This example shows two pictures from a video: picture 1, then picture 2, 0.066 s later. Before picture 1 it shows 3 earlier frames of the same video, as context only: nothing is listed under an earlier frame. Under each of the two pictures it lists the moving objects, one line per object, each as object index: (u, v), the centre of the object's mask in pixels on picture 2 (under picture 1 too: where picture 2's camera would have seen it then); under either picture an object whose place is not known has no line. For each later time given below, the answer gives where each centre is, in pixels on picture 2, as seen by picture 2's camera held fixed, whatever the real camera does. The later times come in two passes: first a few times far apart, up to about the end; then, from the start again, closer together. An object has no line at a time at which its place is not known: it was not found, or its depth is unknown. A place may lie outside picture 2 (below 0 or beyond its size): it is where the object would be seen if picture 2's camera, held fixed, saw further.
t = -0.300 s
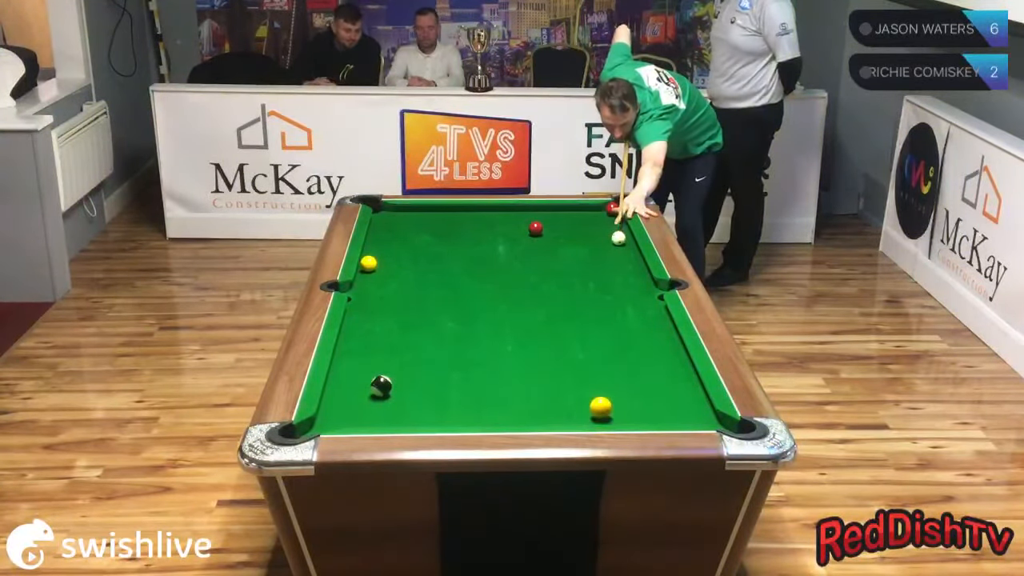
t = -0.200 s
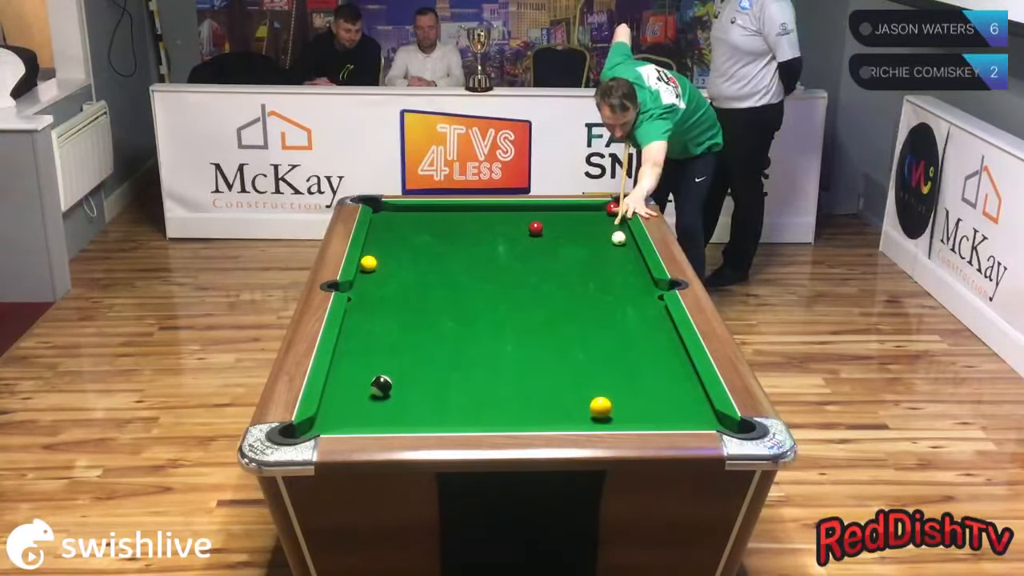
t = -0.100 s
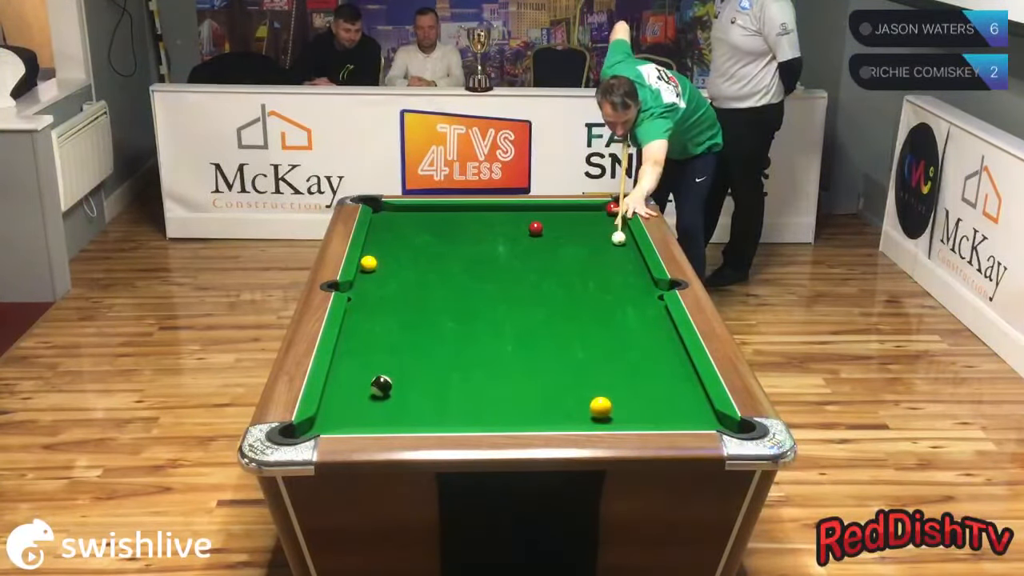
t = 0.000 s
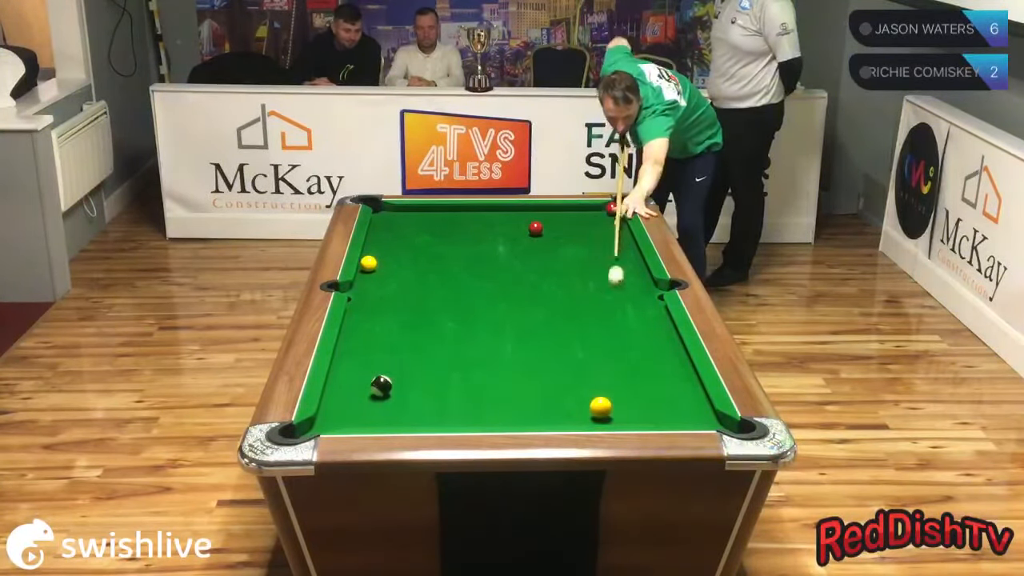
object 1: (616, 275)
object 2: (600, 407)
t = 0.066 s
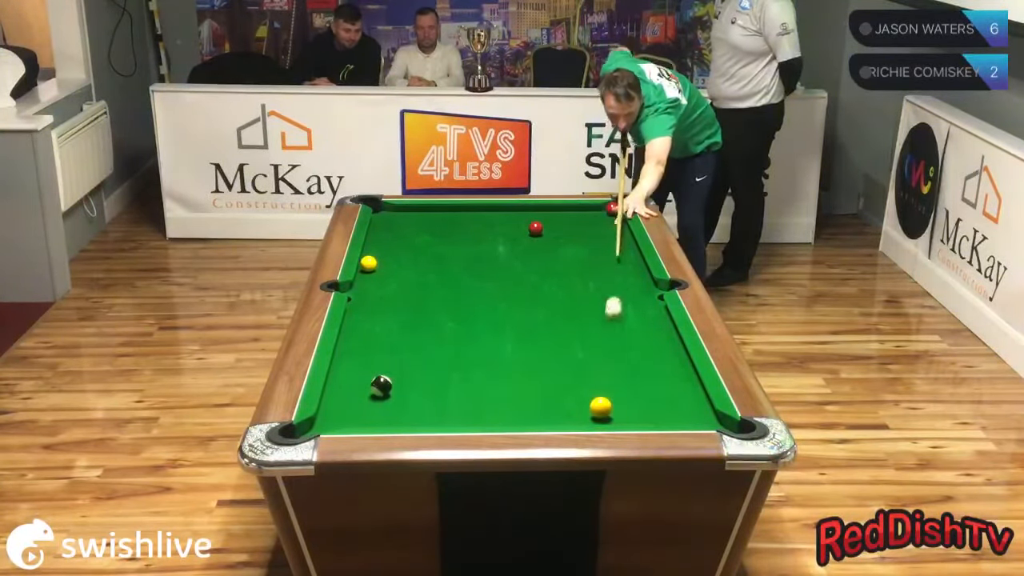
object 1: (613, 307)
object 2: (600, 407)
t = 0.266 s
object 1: (627, 401)
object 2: (580, 412)
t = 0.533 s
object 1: (696, 402)
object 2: (509, 327)
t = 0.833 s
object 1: (643, 394)
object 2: (462, 264)
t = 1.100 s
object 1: (602, 389)
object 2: (430, 221)
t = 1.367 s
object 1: (565, 384)
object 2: (414, 225)
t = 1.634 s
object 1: (531, 380)
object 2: (402, 248)
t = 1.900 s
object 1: (500, 375)
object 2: (388, 275)
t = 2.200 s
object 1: (470, 371)
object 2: (371, 308)
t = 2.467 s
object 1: (445, 368)
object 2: (354, 341)
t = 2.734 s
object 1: (423, 366)
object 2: (337, 379)
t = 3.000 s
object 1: (403, 363)
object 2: (333, 418)
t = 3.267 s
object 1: (387, 361)
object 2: (326, 424)
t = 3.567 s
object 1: (371, 359)
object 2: (331, 422)
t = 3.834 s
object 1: (359, 358)
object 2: (331, 419)
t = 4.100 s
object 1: (350, 357)
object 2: (332, 414)
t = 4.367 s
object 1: (343, 356)
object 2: (333, 412)
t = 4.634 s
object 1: (343, 355)
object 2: (333, 410)
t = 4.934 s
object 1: (344, 356)
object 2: (334, 409)
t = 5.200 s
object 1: (344, 356)
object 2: (334, 409)
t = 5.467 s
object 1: (344, 356)
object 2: (335, 409)
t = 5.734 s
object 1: (343, 356)
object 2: (334, 409)
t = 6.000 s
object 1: (343, 357)
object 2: (335, 409)
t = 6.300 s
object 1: (343, 357)
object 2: (335, 409)
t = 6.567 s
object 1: (343, 356)
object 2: (335, 409)
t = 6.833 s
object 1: (343, 356)
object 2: (335, 409)
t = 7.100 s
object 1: (343, 356)
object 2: (335, 409)
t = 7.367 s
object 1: (343, 356)
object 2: (335, 409)
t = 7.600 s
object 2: (335, 408)
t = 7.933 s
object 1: (343, 356)
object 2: (341, 404)
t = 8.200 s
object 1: (343, 356)
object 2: (335, 408)
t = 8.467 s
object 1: (344, 356)
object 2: (335, 408)
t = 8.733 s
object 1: (344, 356)
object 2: (335, 408)
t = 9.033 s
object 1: (344, 356)
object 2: (335, 409)
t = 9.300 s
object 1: (343, 356)
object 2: (335, 408)
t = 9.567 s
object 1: (343, 356)
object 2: (335, 409)
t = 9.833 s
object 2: (335, 408)
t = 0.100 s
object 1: (612, 325)
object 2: (600, 408)
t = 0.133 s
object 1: (611, 344)
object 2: (601, 407)
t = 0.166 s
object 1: (610, 364)
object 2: (601, 407)
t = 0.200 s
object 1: (608, 386)
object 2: (601, 407)
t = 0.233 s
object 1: (614, 399)
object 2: (594, 413)
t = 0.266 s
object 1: (627, 401)
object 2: (580, 412)
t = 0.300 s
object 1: (639, 402)
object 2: (568, 398)
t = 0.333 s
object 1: (650, 402)
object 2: (557, 387)
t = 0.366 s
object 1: (661, 402)
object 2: (548, 376)
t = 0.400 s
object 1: (671, 402)
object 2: (538, 364)
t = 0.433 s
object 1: (680, 402)
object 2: (530, 354)
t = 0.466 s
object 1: (689, 402)
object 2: (523, 345)
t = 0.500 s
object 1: (699, 402)
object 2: (515, 336)
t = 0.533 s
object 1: (696, 402)
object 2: (509, 327)
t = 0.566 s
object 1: (688, 400)
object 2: (503, 319)
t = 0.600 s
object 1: (682, 399)
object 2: (497, 311)
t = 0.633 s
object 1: (676, 399)
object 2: (492, 304)
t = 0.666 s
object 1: (671, 398)
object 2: (486, 297)
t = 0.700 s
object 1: (665, 397)
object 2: (481, 290)
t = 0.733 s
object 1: (660, 397)
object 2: (476, 283)
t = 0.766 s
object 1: (654, 396)
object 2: (471, 277)
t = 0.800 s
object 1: (648, 395)
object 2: (467, 270)
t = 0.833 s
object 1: (643, 394)
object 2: (462, 264)
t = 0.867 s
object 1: (638, 394)
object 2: (458, 258)
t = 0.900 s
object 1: (632, 393)
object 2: (453, 252)
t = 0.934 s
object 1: (627, 392)
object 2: (449, 247)
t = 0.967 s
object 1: (623, 392)
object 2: (445, 241)
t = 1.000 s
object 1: (617, 391)
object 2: (441, 236)
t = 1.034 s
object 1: (613, 390)
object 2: (437, 231)
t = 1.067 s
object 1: (607, 390)
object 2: (434, 226)
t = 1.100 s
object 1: (602, 389)
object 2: (430, 221)
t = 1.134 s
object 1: (598, 388)
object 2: (427, 216)
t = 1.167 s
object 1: (593, 388)
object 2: (423, 212)
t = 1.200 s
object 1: (588, 387)
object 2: (420, 208)
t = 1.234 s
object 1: (583, 387)
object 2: (418, 210)
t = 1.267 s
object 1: (579, 386)
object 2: (417, 214)
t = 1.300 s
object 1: (574, 385)
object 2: (416, 218)
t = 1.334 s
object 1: (570, 385)
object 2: (415, 221)
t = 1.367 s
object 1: (565, 384)
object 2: (414, 225)
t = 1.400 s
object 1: (561, 384)
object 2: (413, 228)
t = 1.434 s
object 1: (557, 383)
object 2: (411, 231)
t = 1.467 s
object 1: (552, 382)
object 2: (410, 233)
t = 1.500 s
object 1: (547, 382)
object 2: (408, 236)
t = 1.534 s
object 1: (543, 381)
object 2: (406, 239)
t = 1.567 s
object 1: (540, 381)
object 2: (405, 242)
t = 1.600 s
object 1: (535, 380)
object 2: (403, 245)
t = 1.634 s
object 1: (531, 380)
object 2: (402, 248)
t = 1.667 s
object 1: (527, 379)
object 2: (400, 252)
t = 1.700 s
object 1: (523, 379)
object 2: (399, 255)
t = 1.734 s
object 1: (519, 378)
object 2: (397, 258)
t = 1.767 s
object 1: (516, 377)
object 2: (395, 261)
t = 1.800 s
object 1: (511, 377)
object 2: (394, 265)
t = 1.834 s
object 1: (508, 377)
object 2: (392, 268)
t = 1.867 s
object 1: (504, 376)
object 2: (390, 271)
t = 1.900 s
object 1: (500, 375)
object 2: (388, 275)
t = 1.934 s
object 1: (497, 375)
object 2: (386, 279)
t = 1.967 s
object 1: (493, 375)
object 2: (385, 282)
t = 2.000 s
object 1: (490, 374)
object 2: (383, 286)
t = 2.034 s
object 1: (486, 374)
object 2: (381, 289)
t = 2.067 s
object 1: (483, 373)
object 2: (379, 293)
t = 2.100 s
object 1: (480, 373)
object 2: (377, 297)
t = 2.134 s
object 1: (476, 372)
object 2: (375, 300)
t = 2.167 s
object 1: (473, 372)
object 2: (373, 304)
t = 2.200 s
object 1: (470, 371)
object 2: (371, 308)
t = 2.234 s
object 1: (466, 371)
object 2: (369, 312)
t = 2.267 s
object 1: (463, 371)
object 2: (367, 316)
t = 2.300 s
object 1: (460, 370)
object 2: (365, 320)
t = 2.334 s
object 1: (457, 370)
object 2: (363, 324)
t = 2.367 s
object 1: (454, 369)
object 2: (361, 328)
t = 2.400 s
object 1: (451, 369)
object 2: (358, 333)
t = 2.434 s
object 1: (448, 369)
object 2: (356, 337)
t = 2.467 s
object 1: (445, 368)
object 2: (354, 341)
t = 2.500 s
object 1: (442, 368)
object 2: (351, 346)
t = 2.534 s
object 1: (439, 367)
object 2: (349, 350)
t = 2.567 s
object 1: (436, 367)
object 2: (347, 355)
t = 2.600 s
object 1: (433, 367)
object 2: (344, 360)
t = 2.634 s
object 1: (431, 367)
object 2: (342, 364)
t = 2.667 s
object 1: (428, 366)
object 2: (339, 369)
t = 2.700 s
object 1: (426, 366)
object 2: (338, 374)
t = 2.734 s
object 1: (423, 366)
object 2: (337, 379)
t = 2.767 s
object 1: (421, 365)
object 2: (337, 384)
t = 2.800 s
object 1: (418, 365)
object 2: (336, 389)
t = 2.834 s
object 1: (415, 365)
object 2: (336, 393)
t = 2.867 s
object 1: (413, 364)
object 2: (335, 399)
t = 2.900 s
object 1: (410, 364)
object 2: (335, 404)
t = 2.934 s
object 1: (408, 364)
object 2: (334, 409)
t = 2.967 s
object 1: (406, 363)
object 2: (334, 414)
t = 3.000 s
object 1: (403, 363)
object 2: (333, 418)
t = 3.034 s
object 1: (401, 363)
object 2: (333, 422)
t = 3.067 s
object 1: (399, 363)
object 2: (331, 425)
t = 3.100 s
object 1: (397, 363)
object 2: (325, 424)
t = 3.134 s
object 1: (395, 362)
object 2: (319, 423)
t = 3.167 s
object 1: (393, 362)
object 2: (317, 423)
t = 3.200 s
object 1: (391, 362)
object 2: (321, 424)
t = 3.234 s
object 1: (389, 362)
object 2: (324, 424)
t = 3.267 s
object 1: (387, 361)
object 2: (326, 424)
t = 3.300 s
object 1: (385, 361)
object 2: (329, 425)
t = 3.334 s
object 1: (383, 361)
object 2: (331, 425)
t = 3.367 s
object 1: (381, 360)
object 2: (331, 425)
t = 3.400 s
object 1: (379, 360)
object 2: (331, 424)
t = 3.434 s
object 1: (377, 360)
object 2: (331, 424)
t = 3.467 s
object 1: (375, 360)
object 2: (331, 423)
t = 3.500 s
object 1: (374, 360)
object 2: (331, 423)
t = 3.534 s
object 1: (372, 359)
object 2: (331, 422)
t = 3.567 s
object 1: (371, 359)
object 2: (331, 422)
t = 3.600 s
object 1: (369, 359)
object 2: (331, 421)
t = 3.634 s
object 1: (368, 359)
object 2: (331, 421)
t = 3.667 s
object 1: (366, 359)
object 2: (331, 421)
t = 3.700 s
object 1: (365, 359)
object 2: (331, 420)
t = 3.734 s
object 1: (363, 359)
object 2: (331, 420)
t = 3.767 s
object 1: (362, 358)
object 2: (331, 419)
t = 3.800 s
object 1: (361, 358)
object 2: (331, 419)
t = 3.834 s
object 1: (359, 358)
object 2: (331, 419)
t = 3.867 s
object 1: (358, 358)
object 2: (331, 418)
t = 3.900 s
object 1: (357, 358)
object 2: (332, 417)
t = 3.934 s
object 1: (355, 358)
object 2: (332, 417)
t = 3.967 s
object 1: (355, 357)
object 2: (332, 417)
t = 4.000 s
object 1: (353, 357)
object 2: (331, 417)
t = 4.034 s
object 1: (352, 357)
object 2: (332, 416)
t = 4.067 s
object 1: (351, 357)
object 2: (332, 415)
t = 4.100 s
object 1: (350, 357)
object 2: (332, 414)
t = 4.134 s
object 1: (349, 357)
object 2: (332, 414)
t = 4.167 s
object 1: (348, 357)
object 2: (332, 414)
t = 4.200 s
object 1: (348, 356)
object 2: (333, 413)
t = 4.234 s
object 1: (347, 356)
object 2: (333, 413)
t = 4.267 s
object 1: (346, 356)
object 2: (333, 412)
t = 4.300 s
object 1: (345, 356)
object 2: (333, 412)
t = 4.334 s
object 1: (344, 356)
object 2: (333, 412)
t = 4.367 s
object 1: (343, 356)
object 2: (333, 412)
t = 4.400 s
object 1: (343, 356)
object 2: (333, 411)
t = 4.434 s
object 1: (342, 356)
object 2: (333, 411)
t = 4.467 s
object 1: (342, 356)
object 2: (333, 411)
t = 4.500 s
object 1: (342, 356)
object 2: (333, 410)
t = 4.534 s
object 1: (342, 356)
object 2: (333, 410)
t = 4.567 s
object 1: (342, 355)
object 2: (333, 410)
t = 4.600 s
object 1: (343, 356)
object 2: (333, 410)
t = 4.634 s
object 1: (343, 355)
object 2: (333, 410)
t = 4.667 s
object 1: (344, 356)
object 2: (334, 409)
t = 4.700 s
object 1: (344, 355)
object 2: (333, 409)
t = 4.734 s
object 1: (344, 356)
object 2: (334, 409)
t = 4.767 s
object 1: (344, 356)
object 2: (334, 409)
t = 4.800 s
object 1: (344, 356)
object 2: (334, 409)
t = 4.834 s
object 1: (344, 356)
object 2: (334, 409)
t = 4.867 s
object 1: (344, 356)
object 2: (334, 409)
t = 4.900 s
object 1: (344, 356)
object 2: (334, 409)
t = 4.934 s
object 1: (344, 356)
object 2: (334, 409)
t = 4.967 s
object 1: (344, 356)
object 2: (334, 409)
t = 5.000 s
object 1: (344, 356)
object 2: (334, 409)
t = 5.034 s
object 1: (344, 356)
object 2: (334, 409)
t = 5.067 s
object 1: (344, 356)
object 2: (334, 409)
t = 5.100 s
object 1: (344, 356)
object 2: (335, 409)
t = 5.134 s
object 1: (344, 356)
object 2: (335, 409)
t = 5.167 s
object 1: (344, 356)
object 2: (335, 409)
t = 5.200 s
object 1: (344, 356)
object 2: (334, 409)
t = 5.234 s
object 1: (344, 356)
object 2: (335, 409)
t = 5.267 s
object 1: (344, 356)
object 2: (335, 409)
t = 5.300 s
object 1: (344, 356)
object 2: (335, 409)
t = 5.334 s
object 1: (344, 356)
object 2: (335, 409)
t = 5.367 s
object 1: (344, 356)
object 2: (334, 409)
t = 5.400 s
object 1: (344, 356)
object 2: (335, 409)
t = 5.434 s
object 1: (344, 356)
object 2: (335, 409)
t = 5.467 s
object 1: (344, 356)
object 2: (335, 409)
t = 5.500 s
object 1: (344, 356)
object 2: (335, 409)
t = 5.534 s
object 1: (344, 356)
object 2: (334, 409)
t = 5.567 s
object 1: (344, 356)
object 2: (334, 409)
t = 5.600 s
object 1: (344, 356)
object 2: (334, 409)
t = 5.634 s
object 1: (344, 356)
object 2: (334, 409)
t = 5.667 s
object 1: (344, 356)
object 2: (334, 409)
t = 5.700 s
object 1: (344, 356)
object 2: (334, 409)
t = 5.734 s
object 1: (343, 356)
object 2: (334, 409)
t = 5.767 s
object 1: (343, 356)
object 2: (334, 409)
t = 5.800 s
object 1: (343, 356)
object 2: (334, 409)
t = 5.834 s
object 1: (343, 356)
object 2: (335, 409)
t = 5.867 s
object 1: (343, 356)
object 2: (334, 409)
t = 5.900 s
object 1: (343, 357)
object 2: (334, 409)
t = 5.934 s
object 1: (343, 357)
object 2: (334, 409)
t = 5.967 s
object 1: (343, 357)
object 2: (335, 409)
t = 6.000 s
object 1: (343, 357)
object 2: (335, 409)
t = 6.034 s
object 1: (343, 357)
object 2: (335, 409)
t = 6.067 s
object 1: (343, 357)
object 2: (334, 409)
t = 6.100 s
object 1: (343, 357)
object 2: (335, 409)
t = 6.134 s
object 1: (343, 357)
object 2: (335, 409)
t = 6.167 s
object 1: (343, 357)
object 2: (335, 409)
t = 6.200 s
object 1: (343, 357)
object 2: (335, 409)
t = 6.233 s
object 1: (343, 357)
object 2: (335, 409)
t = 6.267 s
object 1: (343, 357)
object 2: (335, 409)
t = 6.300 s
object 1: (343, 357)
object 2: (335, 409)
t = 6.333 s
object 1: (343, 357)
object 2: (335, 409)
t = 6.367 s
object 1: (343, 356)
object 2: (335, 409)
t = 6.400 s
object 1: (343, 356)
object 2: (335, 409)
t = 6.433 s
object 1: (343, 356)
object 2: (335, 409)
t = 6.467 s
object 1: (343, 356)
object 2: (335, 409)
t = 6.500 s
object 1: (343, 356)
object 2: (335, 409)
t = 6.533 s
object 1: (343, 356)
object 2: (335, 409)
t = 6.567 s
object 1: (343, 356)
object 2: (335, 409)
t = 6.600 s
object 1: (343, 356)
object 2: (335, 409)
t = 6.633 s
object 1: (343, 356)
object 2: (335, 409)
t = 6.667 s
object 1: (343, 356)
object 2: (335, 409)
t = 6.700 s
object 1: (343, 356)
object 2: (335, 409)
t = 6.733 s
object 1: (343, 356)
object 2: (335, 409)
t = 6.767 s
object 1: (343, 356)
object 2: (335, 409)
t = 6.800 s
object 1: (343, 356)
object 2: (335, 409)
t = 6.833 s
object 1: (343, 356)
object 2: (335, 409)
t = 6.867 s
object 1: (343, 356)
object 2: (335, 409)
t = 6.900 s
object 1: (343, 356)
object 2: (335, 409)
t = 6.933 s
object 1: (343, 356)
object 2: (335, 409)
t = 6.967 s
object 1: (343, 356)
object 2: (335, 409)
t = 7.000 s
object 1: (343, 357)
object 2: (335, 409)
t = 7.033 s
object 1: (343, 356)
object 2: (335, 409)
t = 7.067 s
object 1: (343, 356)
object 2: (335, 409)
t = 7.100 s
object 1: (343, 356)
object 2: (335, 409)
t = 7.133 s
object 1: (343, 356)
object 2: (335, 409)
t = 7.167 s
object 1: (343, 357)
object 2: (335, 409)
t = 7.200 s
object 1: (343, 356)
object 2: (335, 409)
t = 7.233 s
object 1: (343, 356)
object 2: (335, 409)
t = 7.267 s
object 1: (343, 357)
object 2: (335, 409)
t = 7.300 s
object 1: (343, 357)
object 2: (335, 409)
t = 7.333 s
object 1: (343, 357)
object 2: (335, 409)
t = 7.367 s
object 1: (343, 356)
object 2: (335, 409)
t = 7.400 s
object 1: (343, 357)
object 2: (334, 409)
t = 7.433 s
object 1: (343, 356)
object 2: (335, 408)
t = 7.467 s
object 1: (343, 357)
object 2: (335, 409)
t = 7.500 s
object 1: (343, 357)
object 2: (335, 409)
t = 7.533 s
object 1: (343, 357)
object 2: (335, 409)
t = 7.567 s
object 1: (343, 357)
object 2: (335, 409)
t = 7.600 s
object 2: (335, 408)
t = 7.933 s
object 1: (343, 356)
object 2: (341, 404)
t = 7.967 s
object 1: (344, 356)
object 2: (336, 407)
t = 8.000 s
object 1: (343, 356)
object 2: (335, 407)
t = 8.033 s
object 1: (343, 356)
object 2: (335, 408)
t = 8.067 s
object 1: (343, 356)
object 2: (335, 408)
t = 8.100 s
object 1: (343, 356)
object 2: (335, 408)
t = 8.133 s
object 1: (343, 356)
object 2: (335, 408)
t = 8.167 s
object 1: (343, 356)
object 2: (335, 408)
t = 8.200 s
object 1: (343, 356)
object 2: (335, 408)
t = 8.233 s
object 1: (344, 356)
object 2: (335, 408)
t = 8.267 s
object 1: (344, 356)
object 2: (335, 408)
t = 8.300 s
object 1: (344, 356)
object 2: (335, 408)
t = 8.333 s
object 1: (344, 356)
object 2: (335, 408)
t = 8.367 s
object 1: (344, 356)
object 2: (335, 408)
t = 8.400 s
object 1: (344, 356)
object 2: (335, 408)
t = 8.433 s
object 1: (344, 356)
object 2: (335, 408)
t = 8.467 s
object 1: (344, 356)
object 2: (335, 408)
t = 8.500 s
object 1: (344, 356)
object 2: (335, 408)
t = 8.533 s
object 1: (344, 356)
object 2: (335, 408)
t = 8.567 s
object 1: (344, 356)
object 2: (335, 408)
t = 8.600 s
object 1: (344, 356)
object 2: (335, 408)
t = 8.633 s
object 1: (343, 356)
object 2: (335, 408)
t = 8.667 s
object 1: (344, 356)
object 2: (335, 408)
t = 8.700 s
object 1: (344, 356)
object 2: (335, 408)
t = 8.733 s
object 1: (344, 356)
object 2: (335, 408)
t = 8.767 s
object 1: (343, 356)
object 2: (335, 408)
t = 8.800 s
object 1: (343, 356)
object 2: (335, 408)
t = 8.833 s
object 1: (344, 356)
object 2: (335, 408)
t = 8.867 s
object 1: (344, 356)
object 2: (335, 408)
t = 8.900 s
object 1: (344, 356)
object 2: (335, 408)
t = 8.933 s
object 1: (344, 356)
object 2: (335, 408)
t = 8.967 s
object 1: (344, 356)
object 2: (335, 408)
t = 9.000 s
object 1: (344, 356)
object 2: (335, 408)
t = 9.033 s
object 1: (344, 356)
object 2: (335, 409)
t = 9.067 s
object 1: (344, 356)
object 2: (335, 409)
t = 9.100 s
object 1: (343, 356)
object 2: (335, 409)
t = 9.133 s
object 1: (343, 356)
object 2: (335, 409)
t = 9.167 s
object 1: (343, 356)
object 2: (335, 408)
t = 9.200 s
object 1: (344, 356)
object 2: (335, 409)
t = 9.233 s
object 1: (344, 356)
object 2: (335, 409)
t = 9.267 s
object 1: (343, 356)
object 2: (335, 409)
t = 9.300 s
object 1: (343, 356)
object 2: (335, 408)
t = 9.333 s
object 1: (343, 356)
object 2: (335, 408)
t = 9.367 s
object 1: (343, 356)
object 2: (335, 409)
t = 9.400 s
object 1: (343, 356)
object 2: (335, 409)
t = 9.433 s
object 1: (343, 356)
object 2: (335, 408)
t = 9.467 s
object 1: (343, 357)
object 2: (335, 409)
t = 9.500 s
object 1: (344, 356)
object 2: (335, 409)
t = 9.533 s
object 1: (343, 356)
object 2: (335, 409)
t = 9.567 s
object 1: (343, 356)
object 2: (335, 409)
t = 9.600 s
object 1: (343, 356)
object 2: (335, 409)
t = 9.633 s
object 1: (343, 356)
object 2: (335, 409)
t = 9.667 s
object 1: (343, 357)
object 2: (335, 409)
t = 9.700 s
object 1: (343, 356)
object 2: (335, 409)
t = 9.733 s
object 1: (343, 357)
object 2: (335, 408)
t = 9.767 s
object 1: (343, 357)
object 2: (335, 408)
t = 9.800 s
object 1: (343, 356)
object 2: (335, 409)
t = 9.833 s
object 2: (335, 408)
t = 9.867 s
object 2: (335, 408)
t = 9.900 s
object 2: (335, 409)
